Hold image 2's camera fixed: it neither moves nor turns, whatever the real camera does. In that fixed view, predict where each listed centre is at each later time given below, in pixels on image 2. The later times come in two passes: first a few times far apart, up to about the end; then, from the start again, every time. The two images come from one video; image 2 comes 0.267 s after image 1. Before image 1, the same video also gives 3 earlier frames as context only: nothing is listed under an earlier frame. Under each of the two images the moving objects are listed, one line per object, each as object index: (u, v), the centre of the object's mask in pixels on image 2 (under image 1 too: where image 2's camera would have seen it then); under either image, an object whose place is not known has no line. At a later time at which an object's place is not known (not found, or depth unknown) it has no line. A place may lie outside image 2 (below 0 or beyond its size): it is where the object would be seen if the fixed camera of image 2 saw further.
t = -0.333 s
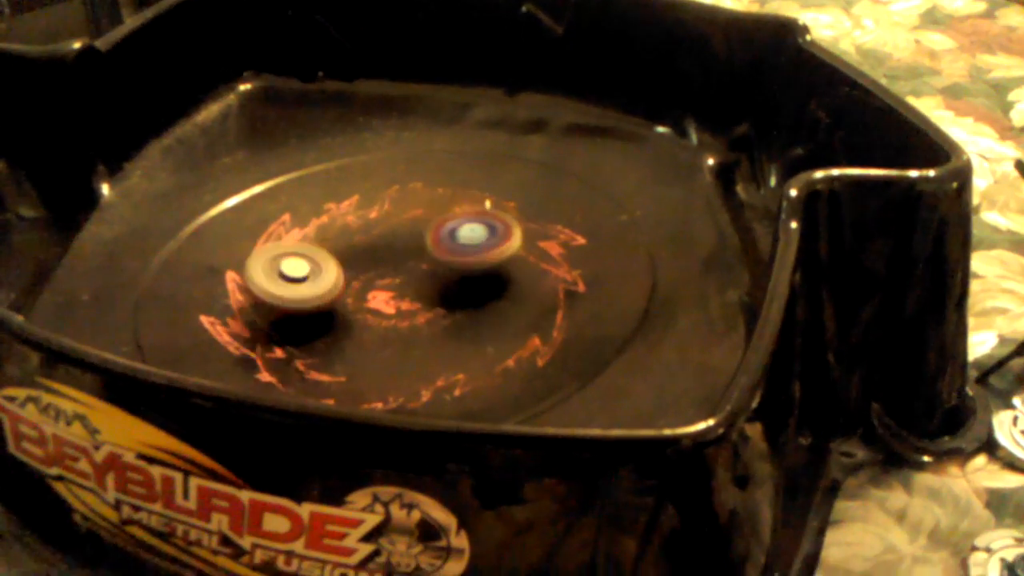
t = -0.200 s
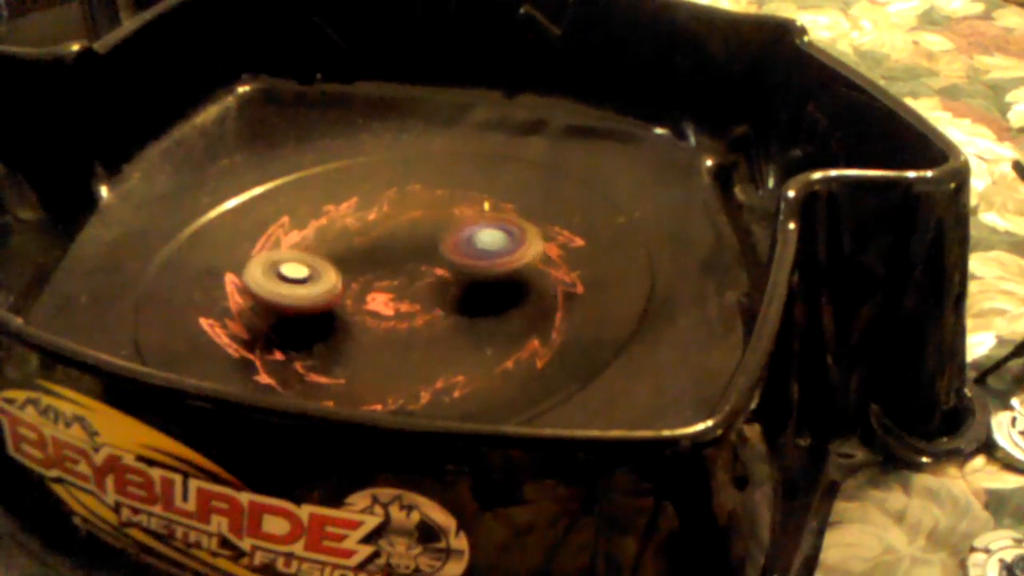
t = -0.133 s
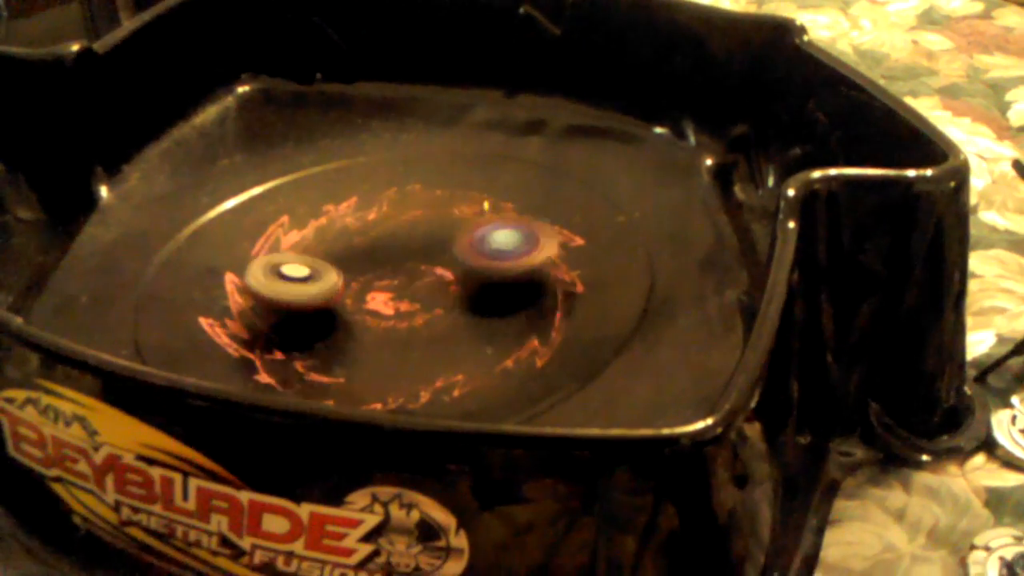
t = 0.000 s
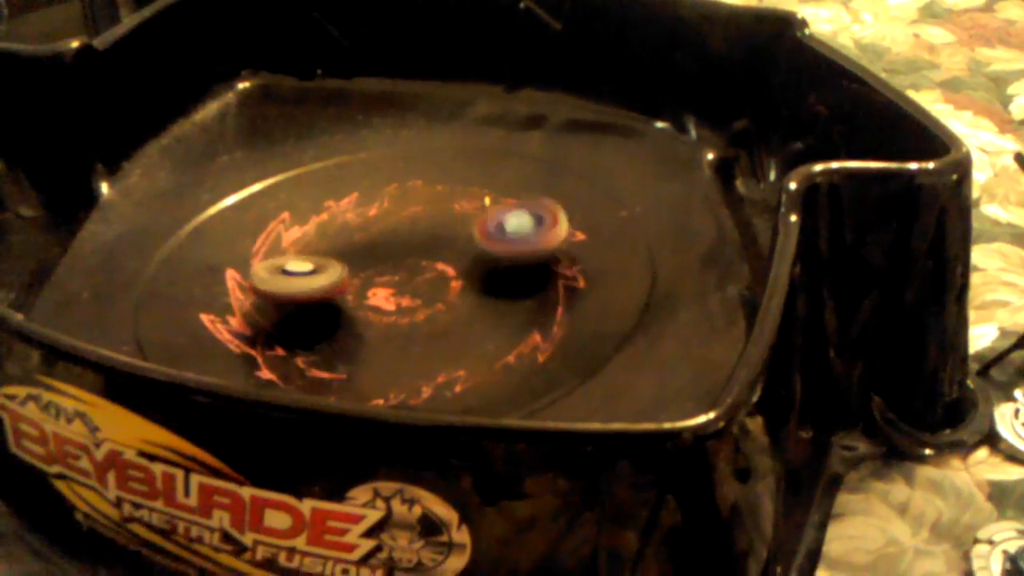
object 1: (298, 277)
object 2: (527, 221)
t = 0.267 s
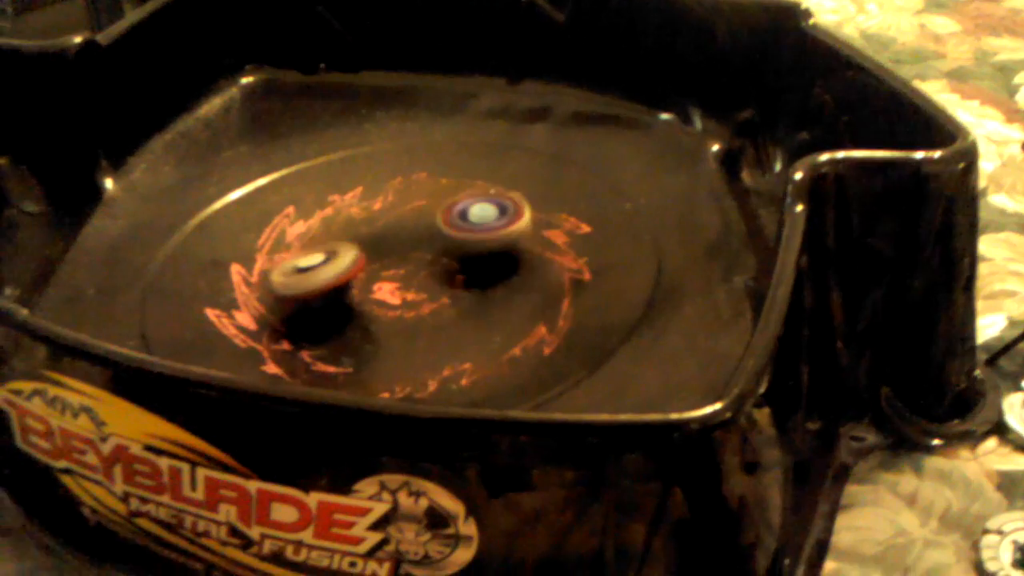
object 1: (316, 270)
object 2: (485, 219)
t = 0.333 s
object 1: (318, 270)
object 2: (485, 220)
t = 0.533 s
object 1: (320, 265)
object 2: (492, 231)
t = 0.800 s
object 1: (315, 263)
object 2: (526, 226)
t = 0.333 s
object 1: (318, 270)
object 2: (485, 220)
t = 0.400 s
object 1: (319, 268)
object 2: (486, 226)
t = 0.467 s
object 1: (320, 267)
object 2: (489, 228)
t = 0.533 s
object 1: (320, 265)
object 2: (492, 231)
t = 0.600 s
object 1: (320, 264)
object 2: (501, 233)
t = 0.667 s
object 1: (319, 263)
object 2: (513, 232)
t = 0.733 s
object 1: (317, 263)
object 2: (522, 229)
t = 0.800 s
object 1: (315, 263)
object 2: (526, 226)
